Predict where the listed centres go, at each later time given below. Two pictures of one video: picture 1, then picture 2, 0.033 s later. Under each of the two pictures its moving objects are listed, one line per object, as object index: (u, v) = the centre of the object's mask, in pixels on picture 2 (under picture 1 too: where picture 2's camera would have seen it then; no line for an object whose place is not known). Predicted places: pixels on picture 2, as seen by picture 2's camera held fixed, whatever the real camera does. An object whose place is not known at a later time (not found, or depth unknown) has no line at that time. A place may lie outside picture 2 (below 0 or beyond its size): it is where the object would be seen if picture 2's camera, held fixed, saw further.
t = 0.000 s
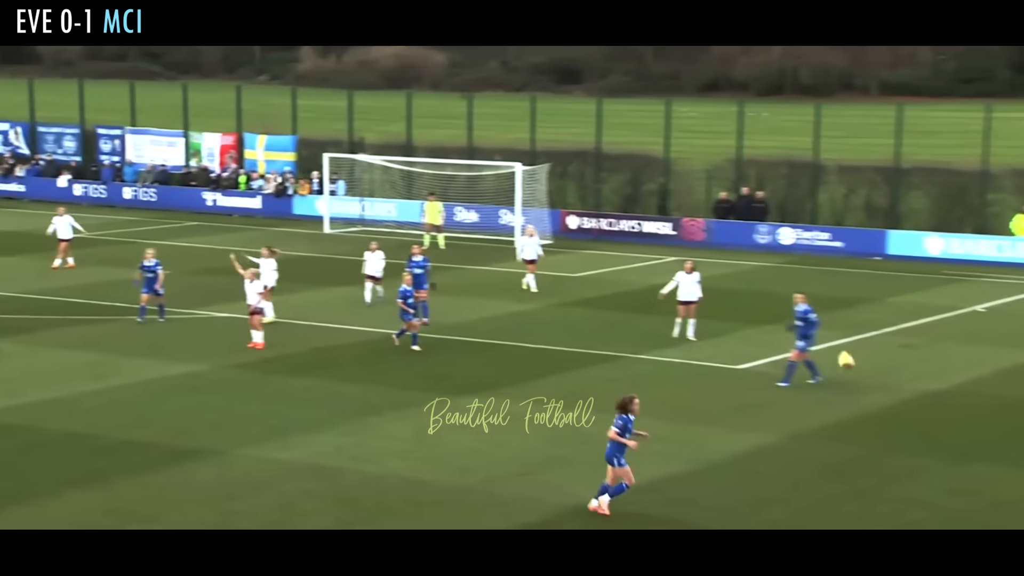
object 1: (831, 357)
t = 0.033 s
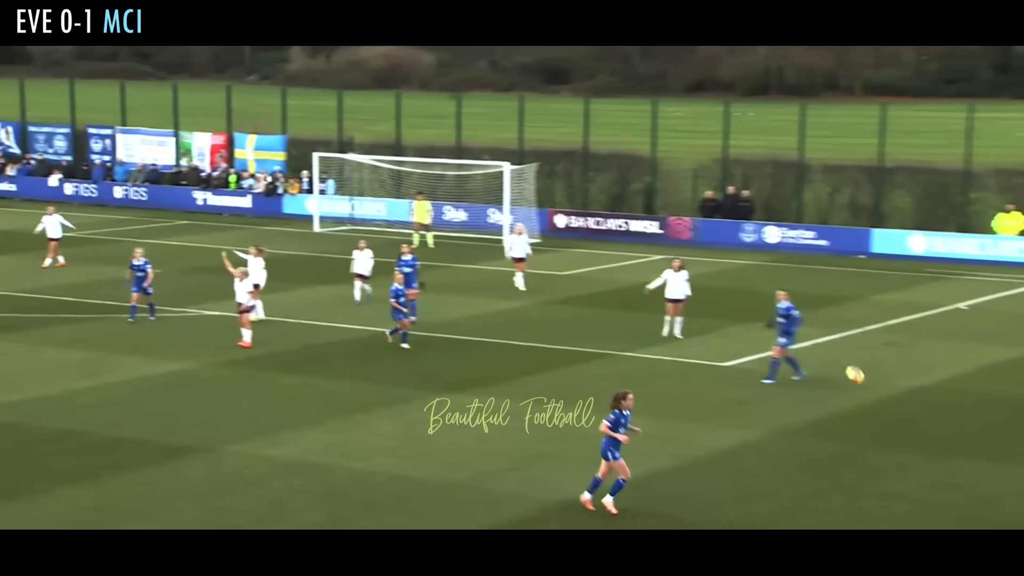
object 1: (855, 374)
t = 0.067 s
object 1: (866, 383)
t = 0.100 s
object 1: (891, 403)
